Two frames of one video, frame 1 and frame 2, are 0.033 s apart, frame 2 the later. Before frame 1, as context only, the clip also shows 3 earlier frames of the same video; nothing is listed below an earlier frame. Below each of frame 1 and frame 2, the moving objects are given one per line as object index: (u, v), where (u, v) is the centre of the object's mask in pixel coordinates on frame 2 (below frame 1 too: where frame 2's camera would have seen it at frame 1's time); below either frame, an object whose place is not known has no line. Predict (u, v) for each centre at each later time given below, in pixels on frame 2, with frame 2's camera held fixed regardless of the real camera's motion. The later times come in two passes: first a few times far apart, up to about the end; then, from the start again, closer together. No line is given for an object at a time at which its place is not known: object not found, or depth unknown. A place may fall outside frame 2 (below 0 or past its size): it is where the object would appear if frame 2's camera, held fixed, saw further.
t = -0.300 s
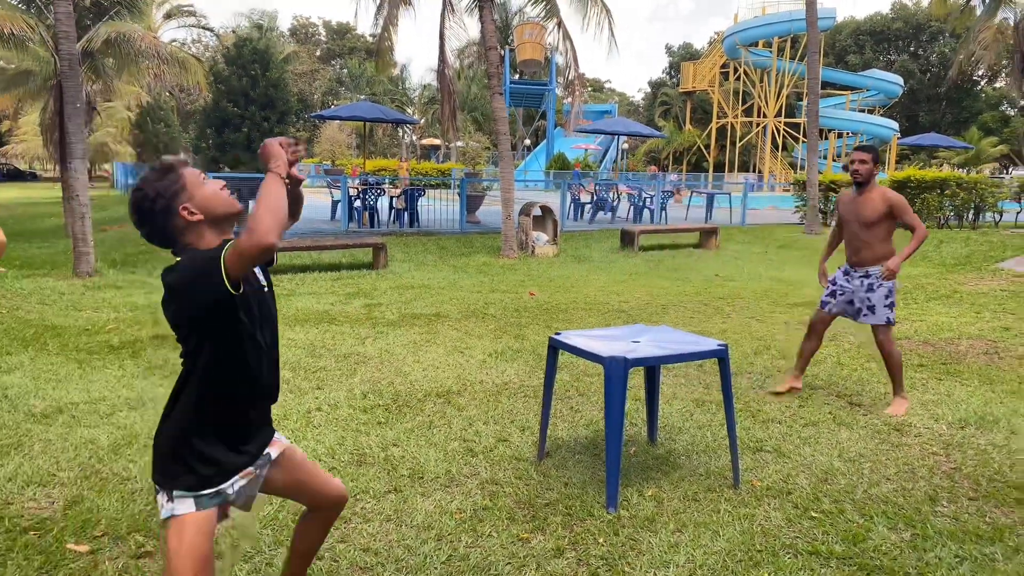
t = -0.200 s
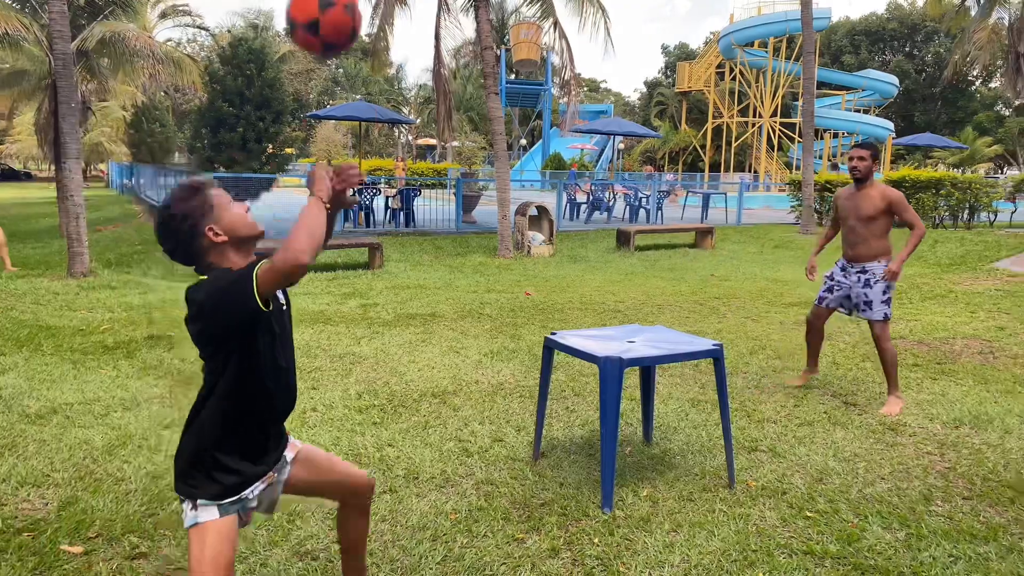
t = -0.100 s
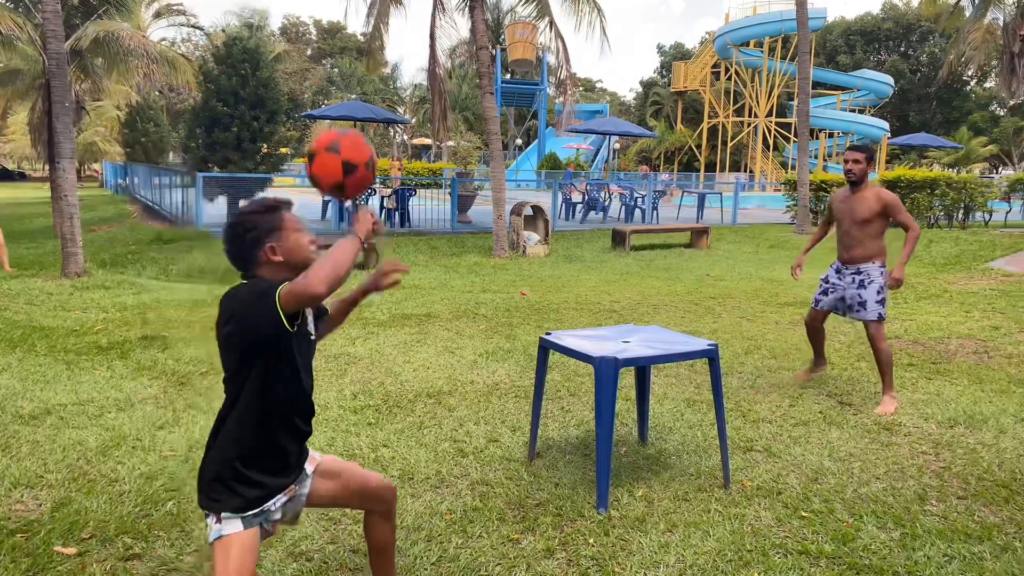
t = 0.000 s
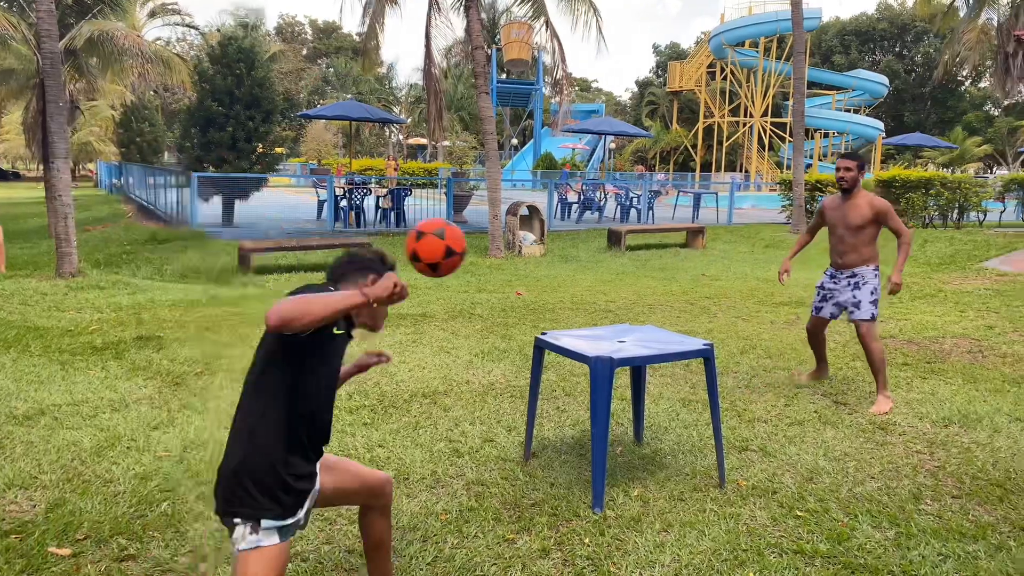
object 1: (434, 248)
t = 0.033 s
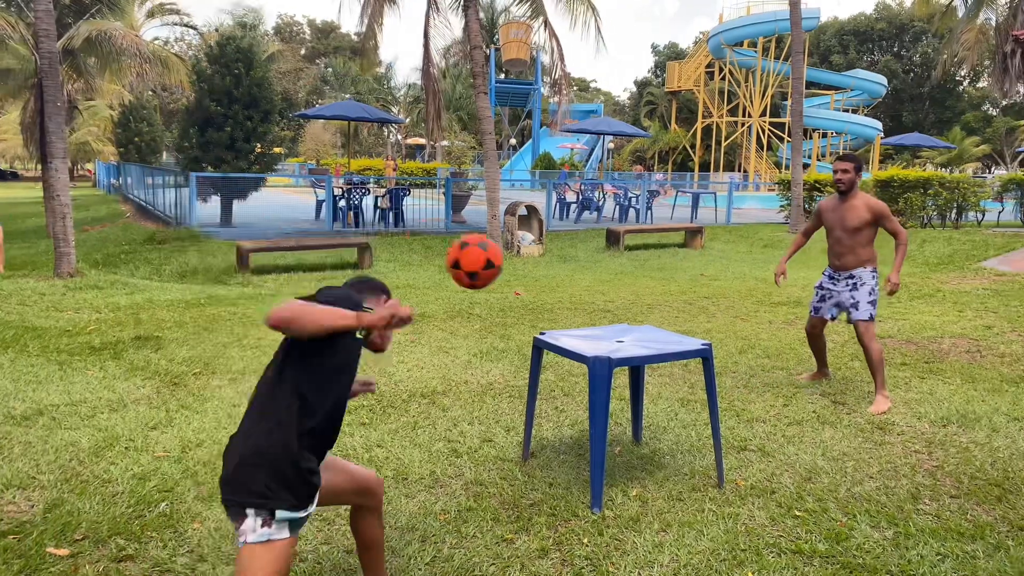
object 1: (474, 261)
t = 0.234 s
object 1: (615, 291)
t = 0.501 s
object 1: (692, 254)
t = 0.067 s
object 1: (509, 275)
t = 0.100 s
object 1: (539, 291)
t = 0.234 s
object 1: (615, 291)
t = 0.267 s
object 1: (627, 278)
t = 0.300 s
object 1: (638, 268)
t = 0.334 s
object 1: (649, 260)
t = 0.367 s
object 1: (659, 256)
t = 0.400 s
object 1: (668, 253)
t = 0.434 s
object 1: (677, 251)
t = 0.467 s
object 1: (685, 251)
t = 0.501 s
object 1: (692, 254)
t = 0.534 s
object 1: (700, 258)
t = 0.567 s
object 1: (707, 263)
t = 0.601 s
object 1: (714, 270)
